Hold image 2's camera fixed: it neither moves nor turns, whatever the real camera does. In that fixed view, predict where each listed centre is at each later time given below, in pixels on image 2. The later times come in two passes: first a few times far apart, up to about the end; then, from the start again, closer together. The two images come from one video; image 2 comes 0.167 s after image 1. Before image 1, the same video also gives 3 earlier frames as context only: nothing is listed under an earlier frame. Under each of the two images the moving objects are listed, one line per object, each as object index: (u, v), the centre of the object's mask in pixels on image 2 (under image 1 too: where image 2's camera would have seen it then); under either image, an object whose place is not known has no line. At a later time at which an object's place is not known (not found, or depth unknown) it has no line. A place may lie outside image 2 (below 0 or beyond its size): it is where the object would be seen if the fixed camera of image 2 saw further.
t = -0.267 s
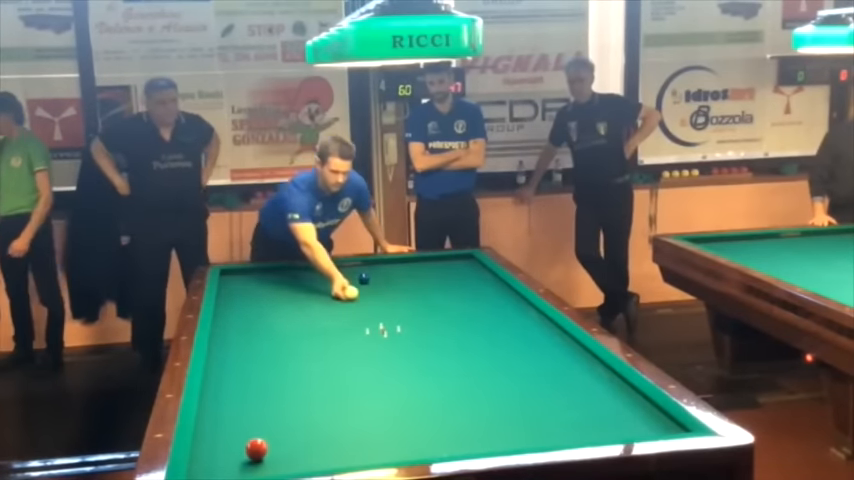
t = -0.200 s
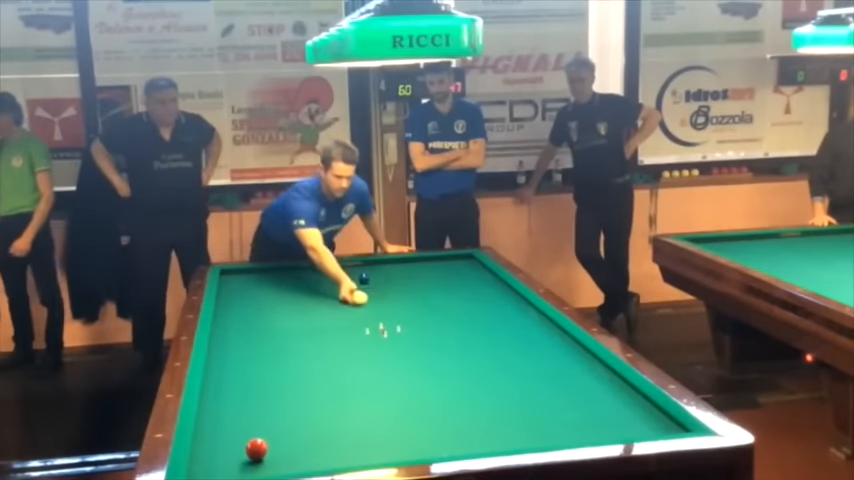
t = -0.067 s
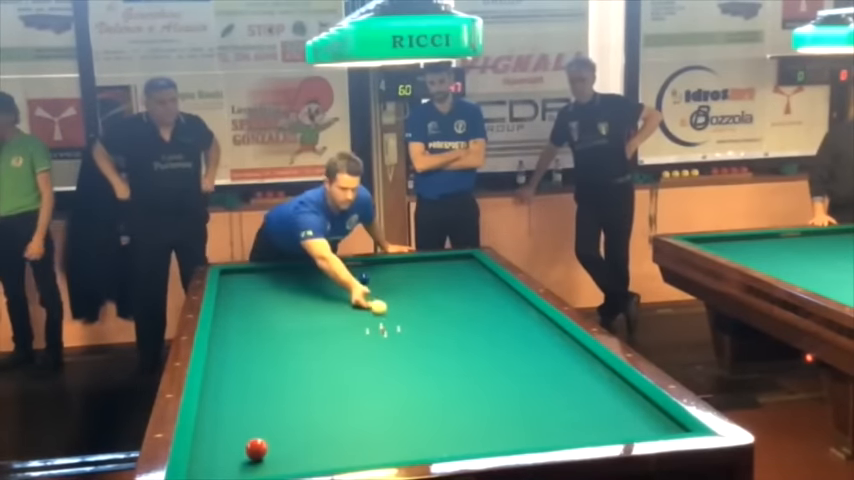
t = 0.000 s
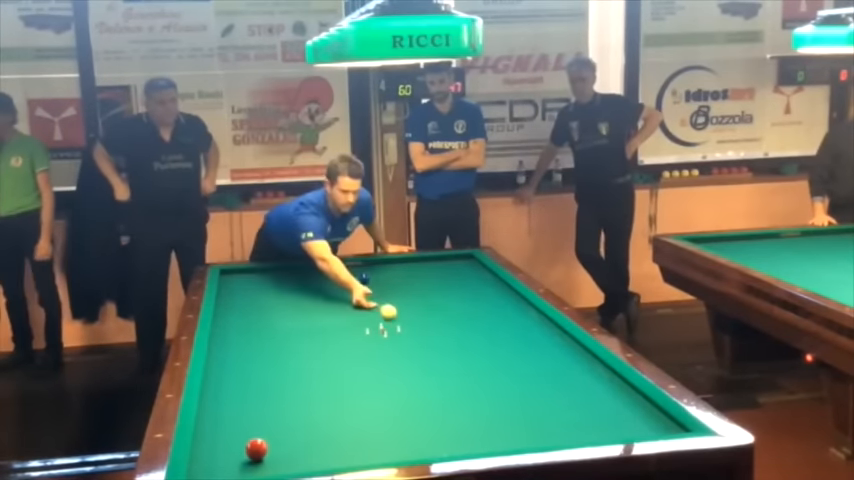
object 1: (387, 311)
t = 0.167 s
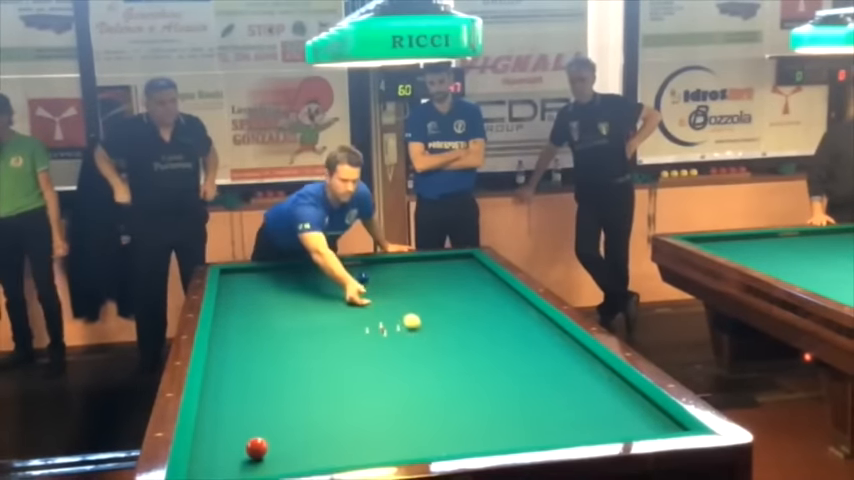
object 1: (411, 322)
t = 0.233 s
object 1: (421, 326)
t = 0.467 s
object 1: (457, 341)
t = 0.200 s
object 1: (416, 324)
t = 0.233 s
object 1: (421, 326)
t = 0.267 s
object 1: (426, 328)
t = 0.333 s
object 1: (436, 332)
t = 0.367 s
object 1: (441, 335)
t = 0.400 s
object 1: (446, 337)
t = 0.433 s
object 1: (451, 339)
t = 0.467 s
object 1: (457, 341)
